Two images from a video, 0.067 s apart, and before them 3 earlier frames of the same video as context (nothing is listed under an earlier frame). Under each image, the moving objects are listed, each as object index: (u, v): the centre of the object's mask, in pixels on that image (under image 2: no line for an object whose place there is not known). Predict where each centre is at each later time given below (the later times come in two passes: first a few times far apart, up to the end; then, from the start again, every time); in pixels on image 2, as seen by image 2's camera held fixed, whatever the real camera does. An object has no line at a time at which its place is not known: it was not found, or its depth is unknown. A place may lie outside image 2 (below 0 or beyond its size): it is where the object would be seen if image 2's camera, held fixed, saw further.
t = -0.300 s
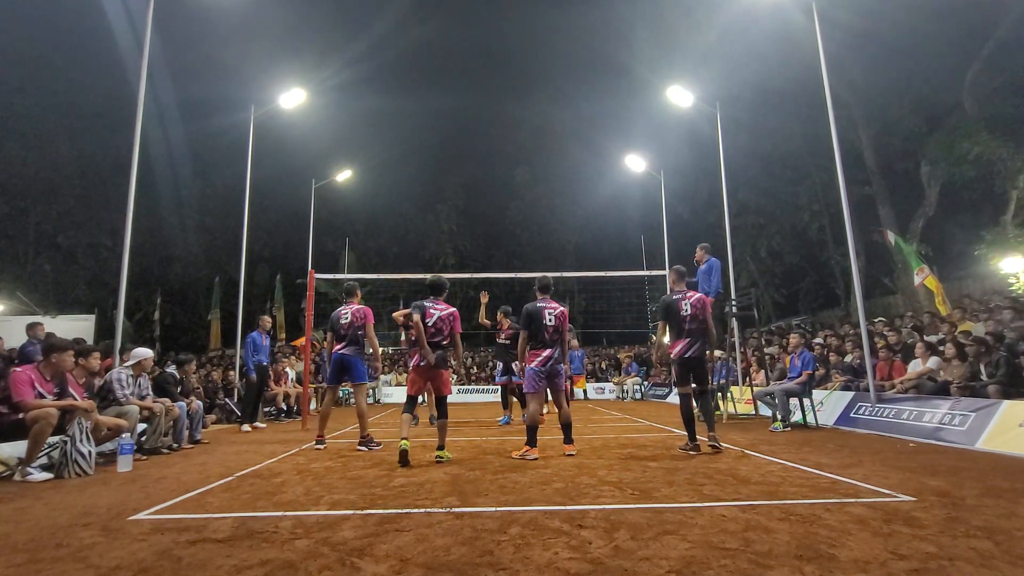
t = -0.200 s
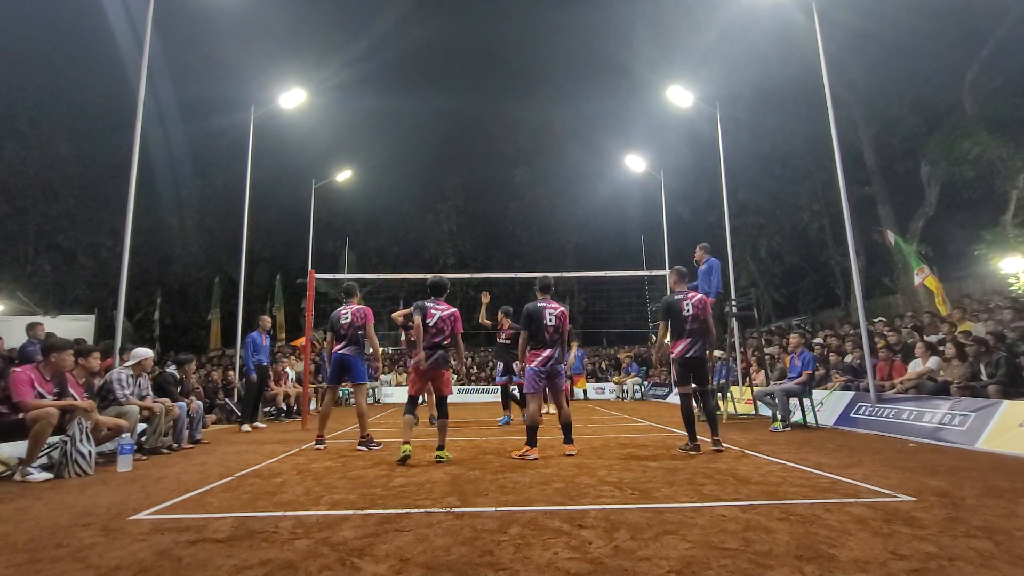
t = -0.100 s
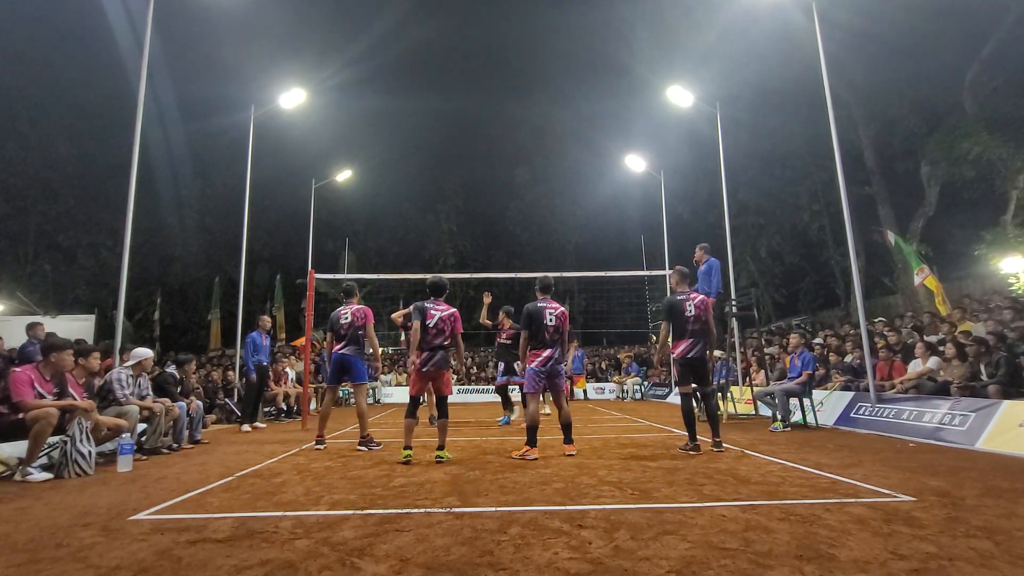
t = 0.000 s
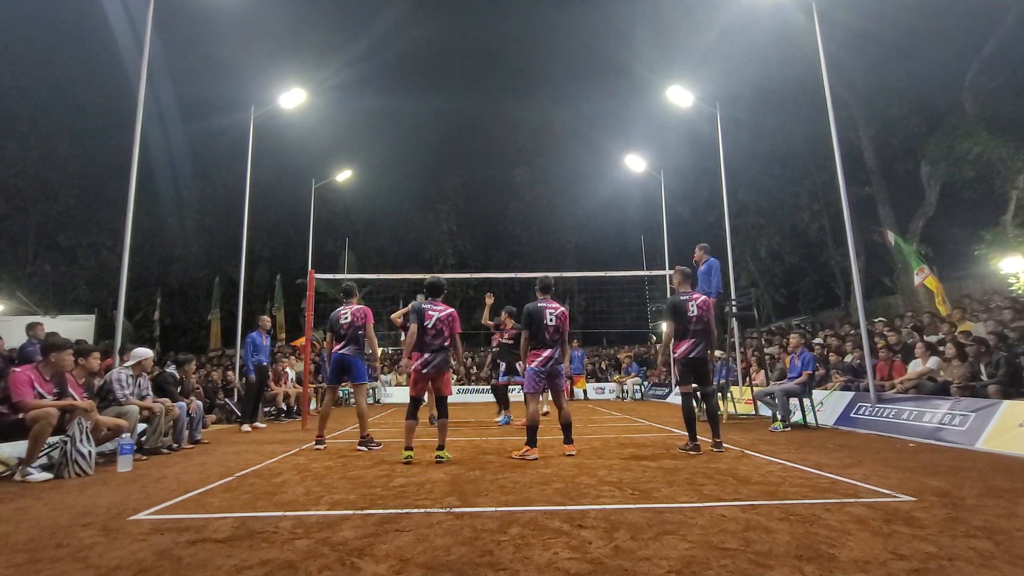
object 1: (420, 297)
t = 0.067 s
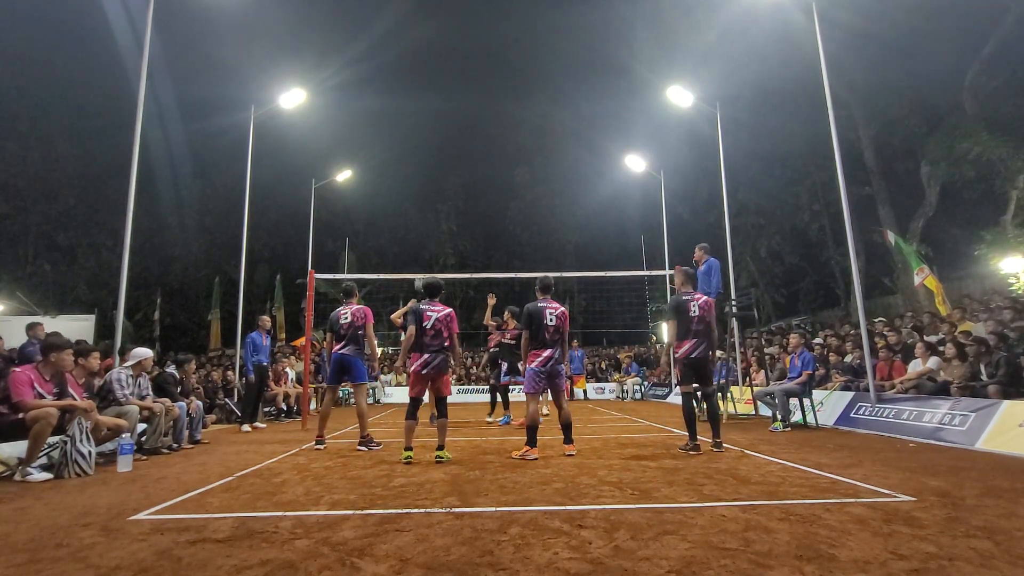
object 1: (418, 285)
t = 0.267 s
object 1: (415, 241)
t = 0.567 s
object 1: (407, 205)
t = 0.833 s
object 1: (395, 208)
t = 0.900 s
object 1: (389, 219)
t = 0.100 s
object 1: (419, 278)
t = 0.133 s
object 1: (418, 268)
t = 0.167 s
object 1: (417, 261)
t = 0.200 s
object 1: (416, 255)
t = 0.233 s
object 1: (416, 248)
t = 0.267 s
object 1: (415, 241)
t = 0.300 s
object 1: (415, 236)
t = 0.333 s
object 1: (414, 230)
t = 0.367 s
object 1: (413, 225)
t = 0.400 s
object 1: (413, 221)
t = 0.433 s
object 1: (412, 217)
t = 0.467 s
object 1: (411, 213)
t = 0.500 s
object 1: (410, 210)
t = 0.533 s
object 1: (409, 208)
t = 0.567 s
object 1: (407, 205)
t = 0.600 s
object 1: (406, 203)
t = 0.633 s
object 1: (404, 202)
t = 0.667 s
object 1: (403, 201)
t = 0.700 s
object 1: (402, 200)
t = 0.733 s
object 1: (400, 201)
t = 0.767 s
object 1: (398, 203)
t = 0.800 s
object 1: (397, 204)
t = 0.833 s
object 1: (395, 208)
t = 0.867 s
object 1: (392, 213)
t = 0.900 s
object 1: (389, 219)
